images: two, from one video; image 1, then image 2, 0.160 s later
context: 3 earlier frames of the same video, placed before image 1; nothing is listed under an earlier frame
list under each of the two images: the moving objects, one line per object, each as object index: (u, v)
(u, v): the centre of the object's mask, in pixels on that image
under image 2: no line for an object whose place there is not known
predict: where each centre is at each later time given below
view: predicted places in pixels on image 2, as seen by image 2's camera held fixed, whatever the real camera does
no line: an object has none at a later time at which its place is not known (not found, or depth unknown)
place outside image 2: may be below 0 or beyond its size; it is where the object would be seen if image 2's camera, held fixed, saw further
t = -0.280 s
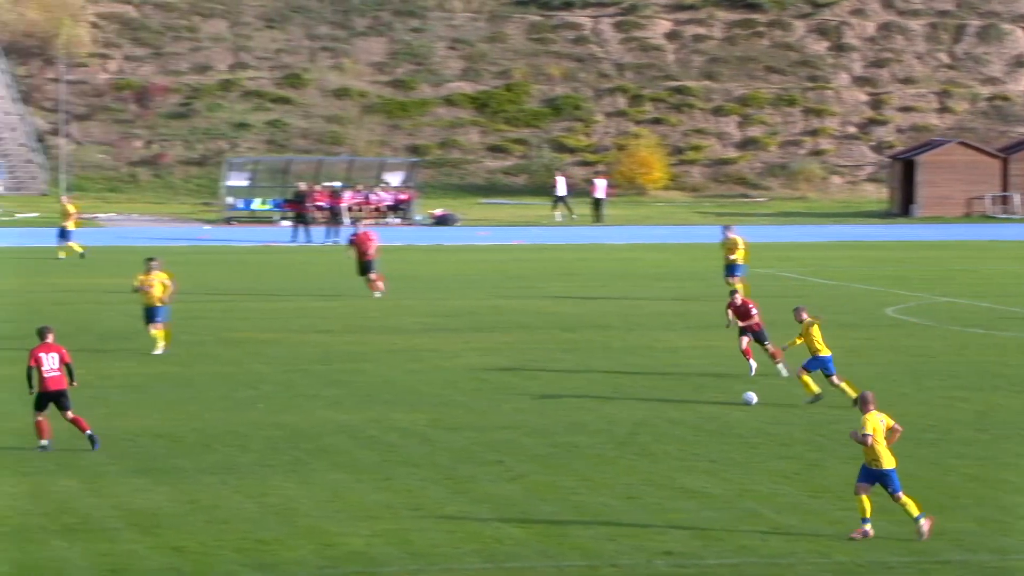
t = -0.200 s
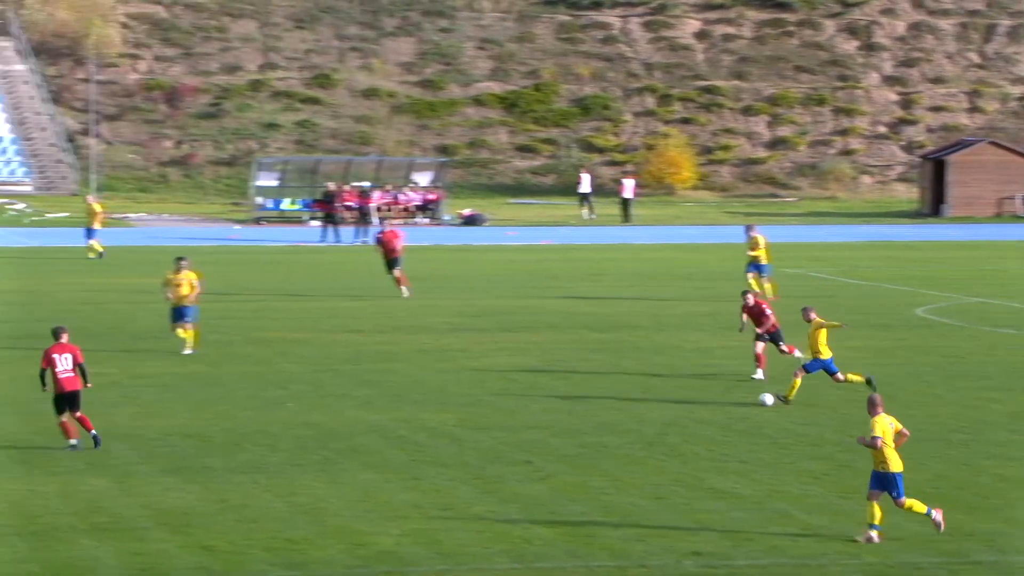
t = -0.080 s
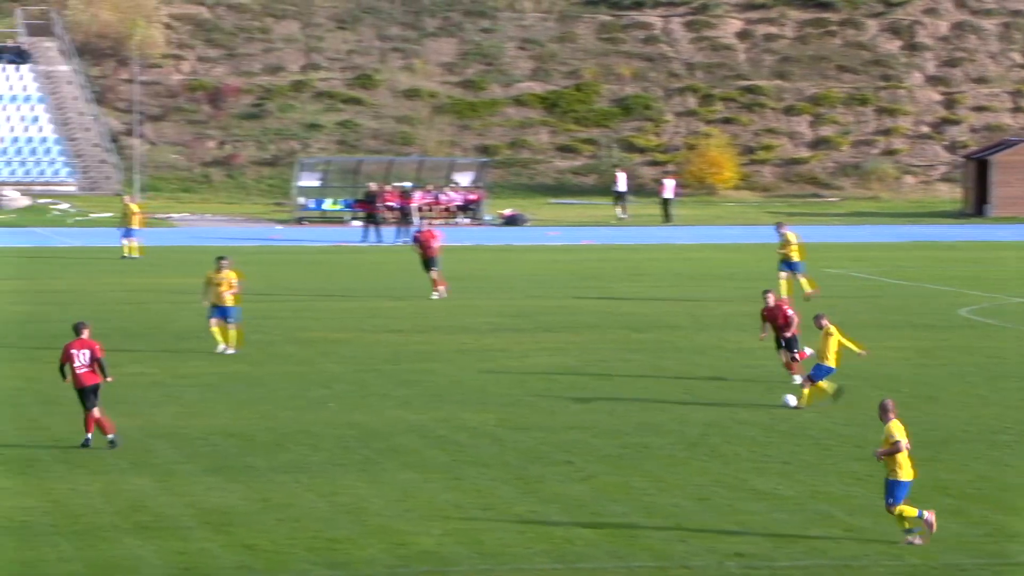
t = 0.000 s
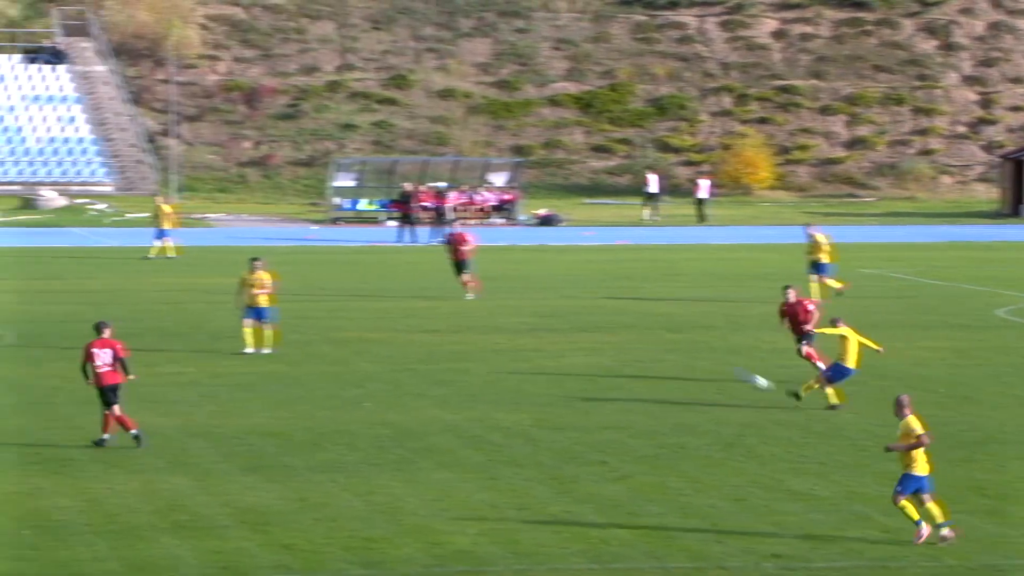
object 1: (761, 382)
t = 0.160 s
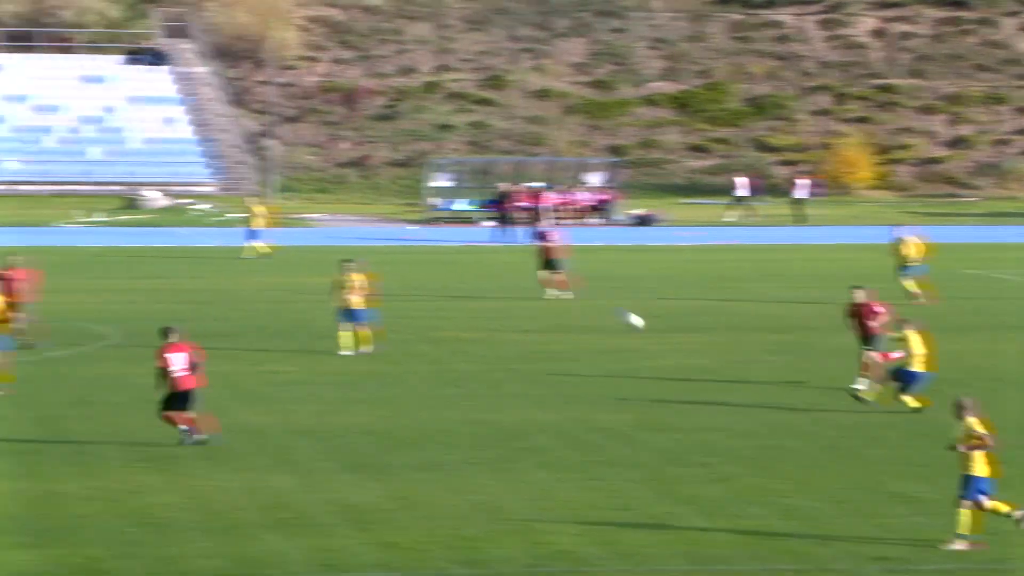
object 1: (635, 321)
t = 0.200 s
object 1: (580, 308)
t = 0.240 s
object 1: (523, 295)
